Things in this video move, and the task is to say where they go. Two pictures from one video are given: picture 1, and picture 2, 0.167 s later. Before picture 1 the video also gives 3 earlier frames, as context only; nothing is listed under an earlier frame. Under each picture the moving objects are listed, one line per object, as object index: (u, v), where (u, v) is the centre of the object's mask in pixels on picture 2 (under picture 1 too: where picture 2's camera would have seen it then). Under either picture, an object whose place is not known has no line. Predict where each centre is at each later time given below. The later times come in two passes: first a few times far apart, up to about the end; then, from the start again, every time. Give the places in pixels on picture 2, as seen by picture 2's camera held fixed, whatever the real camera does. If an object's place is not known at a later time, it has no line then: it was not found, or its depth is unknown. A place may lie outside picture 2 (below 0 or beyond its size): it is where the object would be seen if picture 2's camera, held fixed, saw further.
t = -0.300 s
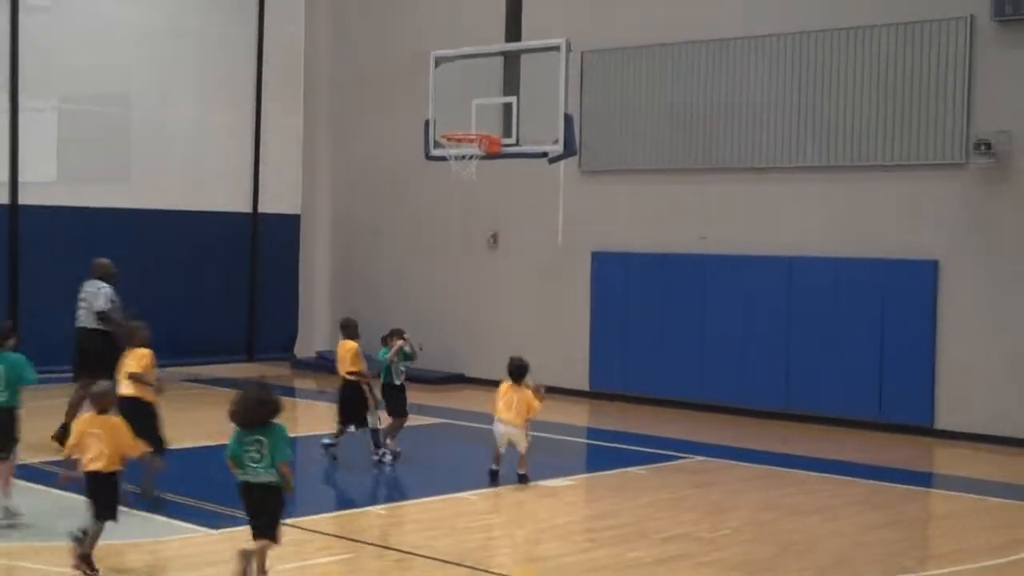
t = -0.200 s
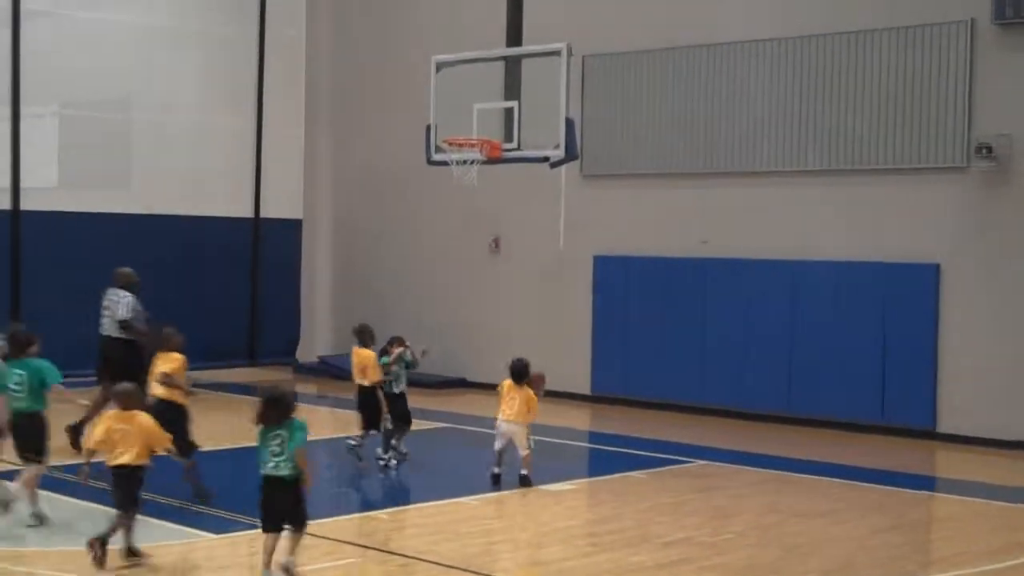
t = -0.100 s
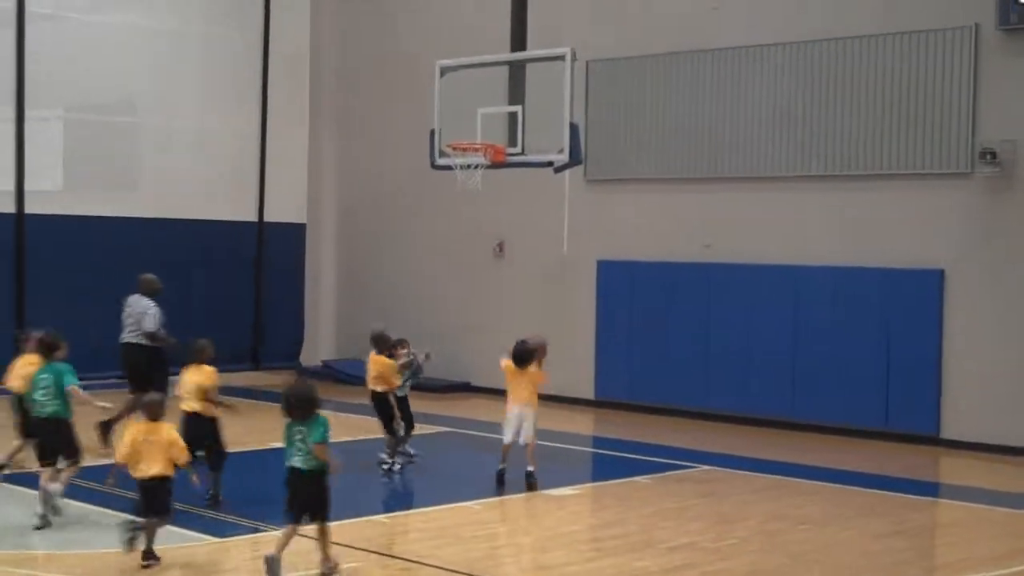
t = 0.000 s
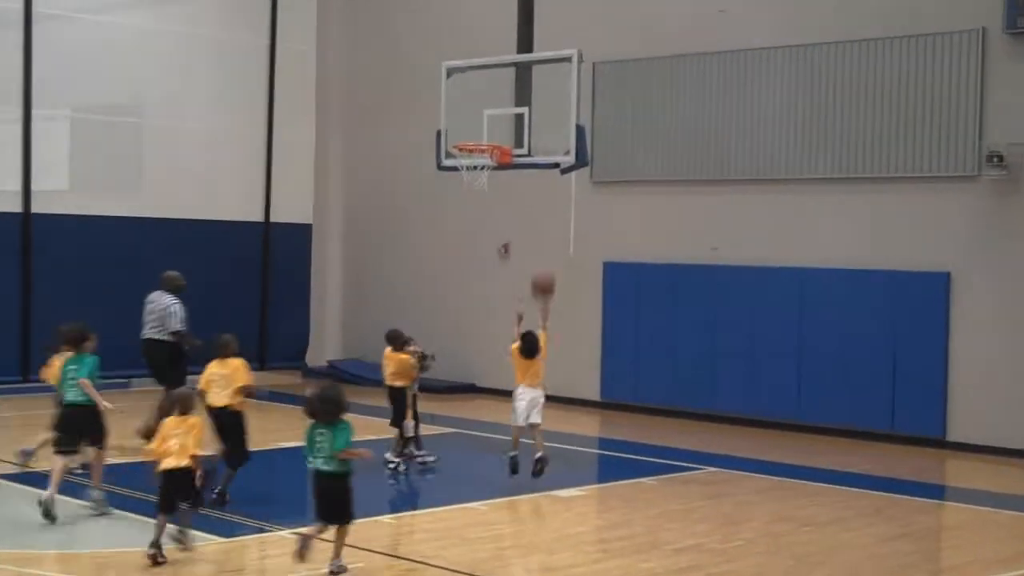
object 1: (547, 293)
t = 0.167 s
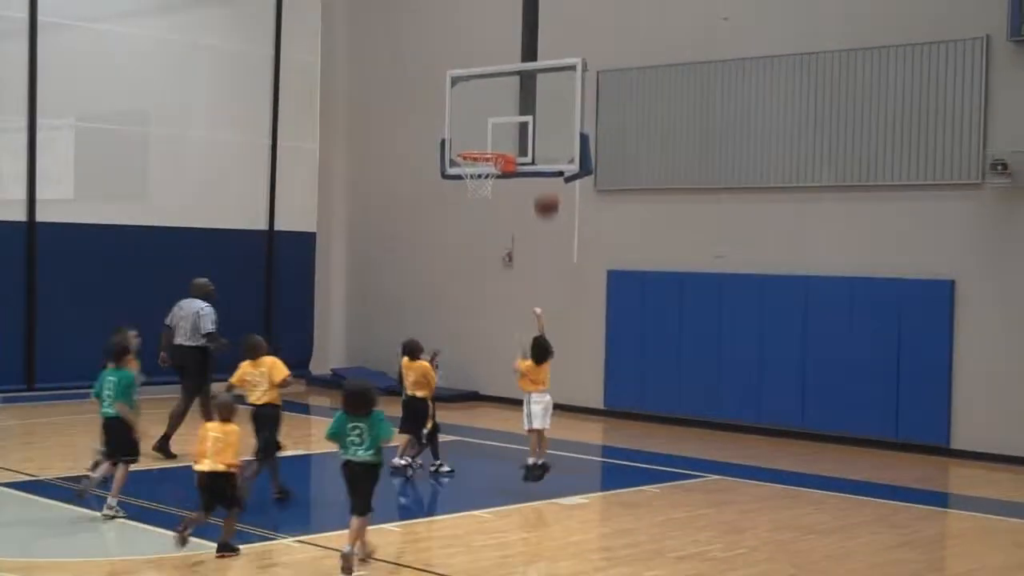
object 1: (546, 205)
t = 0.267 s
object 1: (546, 167)
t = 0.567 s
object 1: (539, 119)
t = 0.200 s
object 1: (547, 191)
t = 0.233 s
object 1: (546, 179)
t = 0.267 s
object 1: (546, 167)
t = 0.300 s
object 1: (546, 156)
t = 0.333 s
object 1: (545, 147)
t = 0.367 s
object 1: (545, 141)
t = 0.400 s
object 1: (545, 135)
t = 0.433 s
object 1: (544, 130)
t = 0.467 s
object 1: (544, 126)
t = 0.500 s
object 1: (543, 122)
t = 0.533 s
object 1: (543, 120)
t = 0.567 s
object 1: (539, 119)
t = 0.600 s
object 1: (534, 120)
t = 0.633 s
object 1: (527, 121)
